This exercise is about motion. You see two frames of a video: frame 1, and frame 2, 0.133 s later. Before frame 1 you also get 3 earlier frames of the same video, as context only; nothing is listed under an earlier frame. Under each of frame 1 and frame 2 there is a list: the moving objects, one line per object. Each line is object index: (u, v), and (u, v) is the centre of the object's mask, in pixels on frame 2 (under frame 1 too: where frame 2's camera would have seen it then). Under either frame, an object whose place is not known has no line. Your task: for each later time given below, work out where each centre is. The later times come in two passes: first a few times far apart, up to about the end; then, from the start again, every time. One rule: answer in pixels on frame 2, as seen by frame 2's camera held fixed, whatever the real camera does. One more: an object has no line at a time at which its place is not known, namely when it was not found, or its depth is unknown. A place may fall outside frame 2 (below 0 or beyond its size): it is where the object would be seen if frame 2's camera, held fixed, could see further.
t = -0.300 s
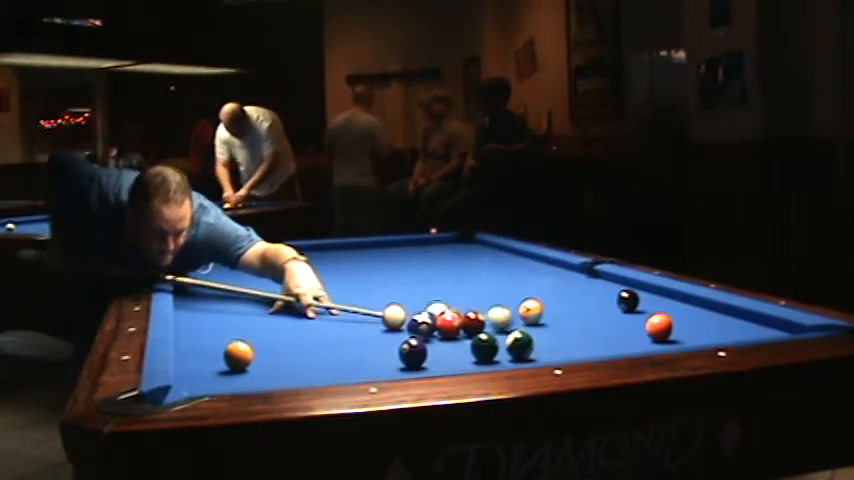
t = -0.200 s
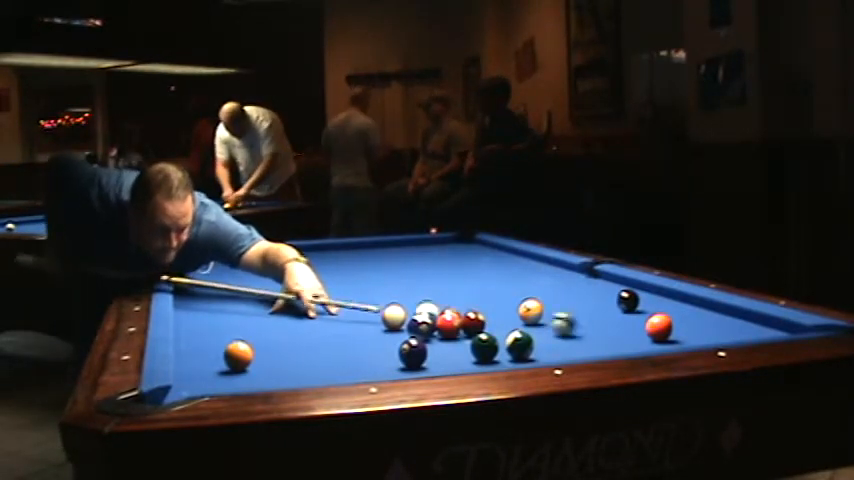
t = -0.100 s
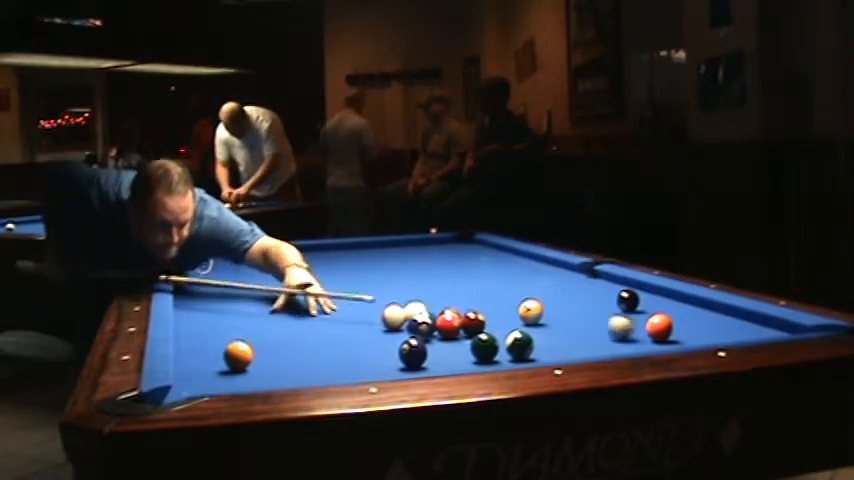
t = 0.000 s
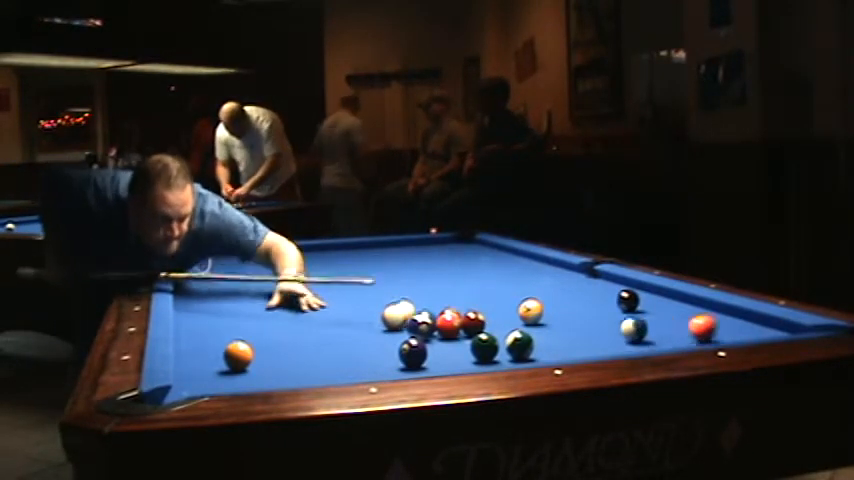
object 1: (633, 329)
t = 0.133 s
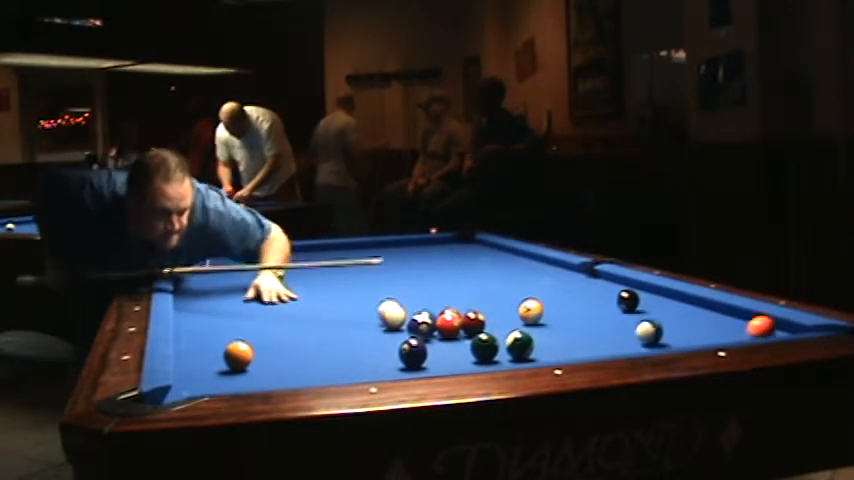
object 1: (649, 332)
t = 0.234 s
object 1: (662, 334)
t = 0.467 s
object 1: (691, 335)
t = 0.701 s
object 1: (720, 338)
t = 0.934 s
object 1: (721, 336)
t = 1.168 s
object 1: (716, 334)
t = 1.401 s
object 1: (712, 332)
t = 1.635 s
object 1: (708, 331)
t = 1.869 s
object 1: (704, 330)
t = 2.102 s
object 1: (699, 328)
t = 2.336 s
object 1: (696, 327)
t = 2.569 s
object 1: (693, 326)
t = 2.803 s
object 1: (690, 325)
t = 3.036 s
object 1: (689, 325)
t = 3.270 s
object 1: (689, 325)
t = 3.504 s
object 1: (690, 325)
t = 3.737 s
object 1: (690, 325)
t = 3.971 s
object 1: (690, 325)
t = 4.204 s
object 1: (689, 325)
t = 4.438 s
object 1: (689, 325)
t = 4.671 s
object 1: (689, 325)
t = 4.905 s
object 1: (689, 325)
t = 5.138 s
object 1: (689, 325)
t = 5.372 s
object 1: (689, 325)
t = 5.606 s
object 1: (689, 325)
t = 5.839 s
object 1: (689, 325)
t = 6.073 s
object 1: (689, 325)
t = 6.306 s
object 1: (689, 325)
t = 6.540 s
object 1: (690, 325)
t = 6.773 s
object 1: (690, 325)
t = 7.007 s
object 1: (690, 325)
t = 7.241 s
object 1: (689, 325)
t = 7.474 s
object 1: (689, 325)
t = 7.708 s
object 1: (689, 325)
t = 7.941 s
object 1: (690, 325)
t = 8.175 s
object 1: (690, 325)
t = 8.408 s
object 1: (689, 325)
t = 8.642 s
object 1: (690, 325)
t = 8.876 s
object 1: (689, 325)
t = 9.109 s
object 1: (689, 325)
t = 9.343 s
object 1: (689, 325)
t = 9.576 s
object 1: (689, 325)
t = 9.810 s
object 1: (690, 325)
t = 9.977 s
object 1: (690, 325)
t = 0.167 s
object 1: (653, 333)
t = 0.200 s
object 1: (658, 333)
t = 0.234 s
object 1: (662, 334)
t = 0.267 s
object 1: (666, 334)
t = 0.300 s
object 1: (670, 334)
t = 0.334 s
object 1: (674, 335)
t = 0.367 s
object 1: (678, 335)
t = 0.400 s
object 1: (682, 335)
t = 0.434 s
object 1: (686, 335)
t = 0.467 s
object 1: (691, 335)
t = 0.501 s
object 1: (695, 335)
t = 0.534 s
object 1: (699, 336)
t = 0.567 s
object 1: (703, 336)
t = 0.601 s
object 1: (707, 337)
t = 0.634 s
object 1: (712, 337)
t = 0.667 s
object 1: (716, 337)
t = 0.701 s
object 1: (720, 338)
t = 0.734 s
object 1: (724, 338)
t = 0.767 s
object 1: (726, 338)
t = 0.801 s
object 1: (725, 338)
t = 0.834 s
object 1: (724, 337)
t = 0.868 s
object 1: (723, 337)
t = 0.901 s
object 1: (723, 336)
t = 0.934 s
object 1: (721, 336)
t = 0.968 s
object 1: (721, 335)
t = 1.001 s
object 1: (720, 335)
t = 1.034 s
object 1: (719, 335)
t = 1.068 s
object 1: (719, 335)
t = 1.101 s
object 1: (718, 334)
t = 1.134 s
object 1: (717, 334)
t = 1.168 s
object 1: (716, 334)
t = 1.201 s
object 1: (716, 334)
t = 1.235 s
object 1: (715, 334)
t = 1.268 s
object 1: (715, 333)
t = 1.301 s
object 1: (714, 333)
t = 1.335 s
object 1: (713, 333)
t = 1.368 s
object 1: (713, 332)
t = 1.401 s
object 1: (712, 332)
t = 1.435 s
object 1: (712, 332)
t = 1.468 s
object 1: (711, 332)
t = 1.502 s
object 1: (711, 332)
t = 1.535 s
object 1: (710, 331)
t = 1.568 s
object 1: (709, 331)
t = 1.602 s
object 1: (709, 331)
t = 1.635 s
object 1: (708, 331)
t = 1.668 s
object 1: (708, 331)
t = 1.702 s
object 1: (707, 331)
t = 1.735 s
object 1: (706, 331)
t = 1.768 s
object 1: (706, 330)
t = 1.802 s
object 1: (705, 330)
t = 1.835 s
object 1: (704, 330)
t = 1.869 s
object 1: (704, 330)
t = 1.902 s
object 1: (703, 330)
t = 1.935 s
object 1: (703, 330)
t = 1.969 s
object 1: (702, 330)
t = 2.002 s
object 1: (701, 329)
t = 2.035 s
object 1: (701, 329)
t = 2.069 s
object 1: (700, 329)
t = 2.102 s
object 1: (699, 328)
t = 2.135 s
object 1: (699, 328)
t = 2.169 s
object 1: (698, 327)
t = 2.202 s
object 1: (698, 327)
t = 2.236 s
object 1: (697, 327)
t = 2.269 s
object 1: (697, 327)
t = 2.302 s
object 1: (696, 327)
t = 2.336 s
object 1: (696, 327)
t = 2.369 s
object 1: (695, 327)
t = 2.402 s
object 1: (695, 326)
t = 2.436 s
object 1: (694, 326)
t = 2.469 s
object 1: (694, 326)
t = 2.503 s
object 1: (693, 326)
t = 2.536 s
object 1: (693, 326)
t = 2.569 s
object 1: (693, 326)
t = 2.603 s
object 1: (692, 326)
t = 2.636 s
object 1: (692, 325)
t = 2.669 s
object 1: (691, 325)
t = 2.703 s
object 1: (691, 325)
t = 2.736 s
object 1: (691, 325)
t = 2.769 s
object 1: (690, 325)
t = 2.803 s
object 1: (690, 325)
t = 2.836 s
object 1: (690, 325)
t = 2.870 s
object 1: (690, 325)
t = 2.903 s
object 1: (690, 325)
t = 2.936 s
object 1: (689, 325)
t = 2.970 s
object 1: (689, 325)
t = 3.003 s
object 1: (689, 325)
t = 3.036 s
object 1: (689, 325)
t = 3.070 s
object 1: (689, 325)
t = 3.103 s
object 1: (689, 325)
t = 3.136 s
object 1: (689, 325)
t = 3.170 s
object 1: (689, 325)
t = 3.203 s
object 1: (689, 325)
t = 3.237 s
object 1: (689, 325)
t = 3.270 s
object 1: (689, 325)
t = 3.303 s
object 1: (689, 325)
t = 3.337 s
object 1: (689, 325)
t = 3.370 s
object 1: (689, 325)
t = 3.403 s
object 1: (689, 325)
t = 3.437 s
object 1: (689, 325)
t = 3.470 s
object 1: (690, 325)
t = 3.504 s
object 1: (690, 325)
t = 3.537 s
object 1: (690, 325)
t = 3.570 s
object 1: (689, 325)
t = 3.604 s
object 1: (690, 325)
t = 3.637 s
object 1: (690, 325)
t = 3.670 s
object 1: (689, 325)
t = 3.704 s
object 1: (689, 325)
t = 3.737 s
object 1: (690, 325)
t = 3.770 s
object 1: (690, 325)
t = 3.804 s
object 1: (690, 325)
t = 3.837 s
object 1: (690, 325)
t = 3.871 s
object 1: (690, 325)
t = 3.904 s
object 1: (690, 325)
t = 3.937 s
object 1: (690, 325)
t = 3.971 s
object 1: (690, 325)
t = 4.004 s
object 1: (689, 325)
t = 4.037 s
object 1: (689, 325)
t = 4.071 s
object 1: (689, 325)
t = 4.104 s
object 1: (689, 325)
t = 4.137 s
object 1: (689, 325)
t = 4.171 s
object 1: (689, 325)
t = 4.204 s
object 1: (689, 325)
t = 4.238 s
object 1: (689, 325)
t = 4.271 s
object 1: (689, 325)
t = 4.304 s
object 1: (689, 325)
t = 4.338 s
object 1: (689, 325)
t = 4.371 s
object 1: (689, 325)
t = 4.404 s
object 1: (689, 325)
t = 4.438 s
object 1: (689, 325)
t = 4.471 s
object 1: (689, 325)
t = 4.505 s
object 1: (689, 325)
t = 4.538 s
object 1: (689, 325)
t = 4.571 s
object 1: (689, 325)
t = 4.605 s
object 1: (689, 325)
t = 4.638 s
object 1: (689, 325)
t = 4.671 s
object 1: (689, 325)
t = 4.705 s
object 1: (689, 325)
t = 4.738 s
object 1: (689, 325)
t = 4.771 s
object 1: (689, 325)
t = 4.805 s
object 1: (689, 325)
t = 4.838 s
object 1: (689, 325)
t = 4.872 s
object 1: (689, 325)
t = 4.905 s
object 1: (689, 325)
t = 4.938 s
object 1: (689, 325)
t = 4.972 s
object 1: (689, 325)
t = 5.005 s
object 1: (689, 325)
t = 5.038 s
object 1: (689, 325)
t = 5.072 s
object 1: (689, 325)
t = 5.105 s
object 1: (689, 325)
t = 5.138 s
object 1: (689, 325)
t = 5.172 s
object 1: (689, 325)
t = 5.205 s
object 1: (689, 325)
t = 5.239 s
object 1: (689, 325)
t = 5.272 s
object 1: (689, 325)
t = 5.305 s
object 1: (689, 325)
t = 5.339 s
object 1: (689, 325)
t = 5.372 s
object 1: (689, 325)
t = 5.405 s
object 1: (689, 325)
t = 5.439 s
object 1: (689, 325)
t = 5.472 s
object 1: (689, 325)
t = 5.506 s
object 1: (689, 325)
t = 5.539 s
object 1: (689, 325)
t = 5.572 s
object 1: (689, 325)
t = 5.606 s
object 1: (689, 325)
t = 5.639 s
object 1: (689, 325)
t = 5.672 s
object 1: (689, 325)
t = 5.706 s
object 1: (689, 325)
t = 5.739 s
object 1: (689, 325)
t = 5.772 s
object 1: (689, 325)
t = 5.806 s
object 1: (689, 325)
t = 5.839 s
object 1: (689, 325)
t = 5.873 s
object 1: (689, 325)
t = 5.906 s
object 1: (689, 325)
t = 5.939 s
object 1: (689, 325)
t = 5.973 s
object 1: (689, 325)
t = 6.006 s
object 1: (689, 325)
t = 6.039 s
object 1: (689, 325)
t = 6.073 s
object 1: (689, 325)
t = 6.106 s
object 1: (689, 325)
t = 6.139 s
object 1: (689, 325)
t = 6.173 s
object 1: (689, 325)
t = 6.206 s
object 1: (689, 325)
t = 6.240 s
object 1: (689, 325)
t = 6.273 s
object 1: (689, 325)
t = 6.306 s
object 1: (689, 325)
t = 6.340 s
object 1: (689, 325)
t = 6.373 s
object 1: (689, 325)
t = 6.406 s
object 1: (689, 325)
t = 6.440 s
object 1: (689, 325)
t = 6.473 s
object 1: (689, 325)
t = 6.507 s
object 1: (690, 325)
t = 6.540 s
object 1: (690, 325)
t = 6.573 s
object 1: (690, 325)
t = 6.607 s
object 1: (690, 325)
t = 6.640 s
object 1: (690, 325)
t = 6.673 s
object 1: (690, 325)
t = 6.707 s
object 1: (690, 325)
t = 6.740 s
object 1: (690, 325)
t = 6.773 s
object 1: (690, 325)
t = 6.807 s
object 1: (690, 325)
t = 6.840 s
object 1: (689, 325)
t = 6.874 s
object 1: (689, 325)
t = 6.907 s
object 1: (690, 325)
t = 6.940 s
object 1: (690, 325)
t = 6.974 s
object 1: (690, 325)
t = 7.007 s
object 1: (690, 325)
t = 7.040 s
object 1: (690, 325)
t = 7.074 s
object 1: (689, 325)
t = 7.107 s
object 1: (690, 325)
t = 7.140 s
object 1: (690, 325)
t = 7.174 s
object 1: (690, 325)
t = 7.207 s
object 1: (690, 325)
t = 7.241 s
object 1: (689, 325)
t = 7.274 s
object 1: (690, 325)
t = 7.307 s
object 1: (689, 325)
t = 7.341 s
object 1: (689, 325)
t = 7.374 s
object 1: (689, 325)
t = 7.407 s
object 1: (689, 325)
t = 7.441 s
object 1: (689, 325)
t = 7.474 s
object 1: (689, 325)
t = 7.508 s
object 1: (689, 325)
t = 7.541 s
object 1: (689, 325)
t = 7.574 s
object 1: (689, 325)
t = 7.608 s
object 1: (689, 325)
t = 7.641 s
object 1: (689, 325)
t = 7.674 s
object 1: (689, 325)
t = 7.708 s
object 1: (689, 325)
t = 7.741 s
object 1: (689, 325)
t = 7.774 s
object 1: (690, 325)
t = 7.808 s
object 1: (690, 325)
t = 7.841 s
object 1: (689, 325)
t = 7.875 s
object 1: (689, 325)
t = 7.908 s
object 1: (689, 325)
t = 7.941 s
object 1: (690, 325)
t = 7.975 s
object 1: (689, 325)
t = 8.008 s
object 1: (689, 325)
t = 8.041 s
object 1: (689, 325)
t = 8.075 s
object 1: (689, 325)
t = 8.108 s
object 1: (689, 325)
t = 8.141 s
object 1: (689, 325)
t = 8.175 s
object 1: (690, 325)
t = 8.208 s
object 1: (689, 325)
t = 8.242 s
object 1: (689, 325)
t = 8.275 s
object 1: (690, 325)
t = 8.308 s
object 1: (689, 325)
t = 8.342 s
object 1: (689, 325)
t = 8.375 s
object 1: (689, 325)
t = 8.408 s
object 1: (689, 325)
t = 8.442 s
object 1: (689, 325)
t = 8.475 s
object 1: (689, 325)
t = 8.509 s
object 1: (689, 325)
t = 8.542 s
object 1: (689, 325)
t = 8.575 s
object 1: (690, 325)
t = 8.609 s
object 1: (689, 325)
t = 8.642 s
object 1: (690, 325)
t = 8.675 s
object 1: (690, 325)
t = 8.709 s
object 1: (690, 325)
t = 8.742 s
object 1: (690, 325)
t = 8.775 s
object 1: (690, 325)
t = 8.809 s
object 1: (689, 325)
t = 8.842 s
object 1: (689, 325)
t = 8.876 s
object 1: (689, 325)
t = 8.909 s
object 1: (689, 325)
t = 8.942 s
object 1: (689, 325)
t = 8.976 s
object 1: (689, 325)
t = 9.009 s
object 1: (689, 325)
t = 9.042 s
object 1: (689, 325)
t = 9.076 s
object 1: (689, 325)
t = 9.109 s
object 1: (689, 325)
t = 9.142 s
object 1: (689, 325)
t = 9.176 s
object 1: (689, 325)
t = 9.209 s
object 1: (689, 325)
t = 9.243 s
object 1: (689, 325)
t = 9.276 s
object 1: (689, 325)
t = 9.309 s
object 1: (689, 325)
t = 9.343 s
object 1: (689, 325)
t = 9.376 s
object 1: (690, 325)
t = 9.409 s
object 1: (689, 325)
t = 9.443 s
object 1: (690, 325)
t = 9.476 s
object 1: (690, 325)
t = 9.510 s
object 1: (690, 325)
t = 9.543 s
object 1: (690, 325)
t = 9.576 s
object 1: (689, 325)
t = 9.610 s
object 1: (690, 325)
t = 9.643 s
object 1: (689, 325)
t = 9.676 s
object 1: (690, 325)
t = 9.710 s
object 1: (690, 325)
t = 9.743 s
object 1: (690, 325)
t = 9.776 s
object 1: (690, 325)
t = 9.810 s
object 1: (690, 325)
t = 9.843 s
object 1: (690, 325)
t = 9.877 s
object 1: (690, 325)
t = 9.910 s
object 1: (690, 325)
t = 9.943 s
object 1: (690, 325)
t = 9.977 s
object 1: (690, 325)
